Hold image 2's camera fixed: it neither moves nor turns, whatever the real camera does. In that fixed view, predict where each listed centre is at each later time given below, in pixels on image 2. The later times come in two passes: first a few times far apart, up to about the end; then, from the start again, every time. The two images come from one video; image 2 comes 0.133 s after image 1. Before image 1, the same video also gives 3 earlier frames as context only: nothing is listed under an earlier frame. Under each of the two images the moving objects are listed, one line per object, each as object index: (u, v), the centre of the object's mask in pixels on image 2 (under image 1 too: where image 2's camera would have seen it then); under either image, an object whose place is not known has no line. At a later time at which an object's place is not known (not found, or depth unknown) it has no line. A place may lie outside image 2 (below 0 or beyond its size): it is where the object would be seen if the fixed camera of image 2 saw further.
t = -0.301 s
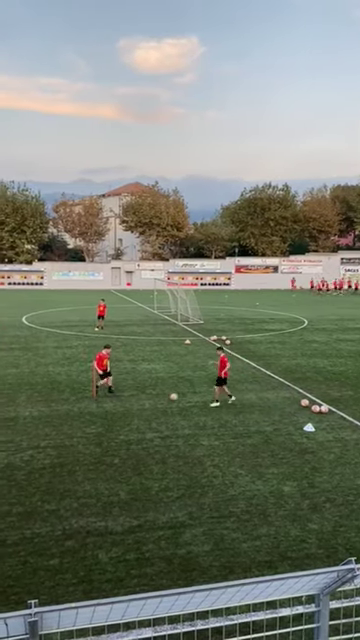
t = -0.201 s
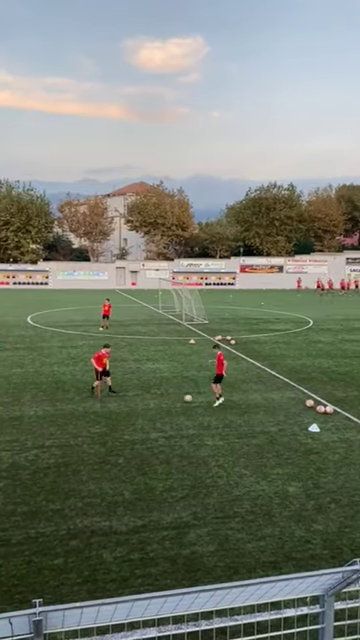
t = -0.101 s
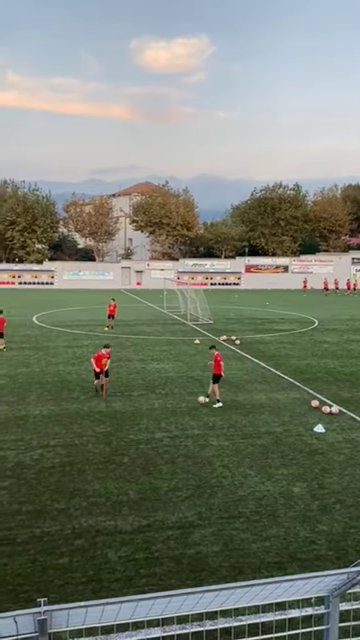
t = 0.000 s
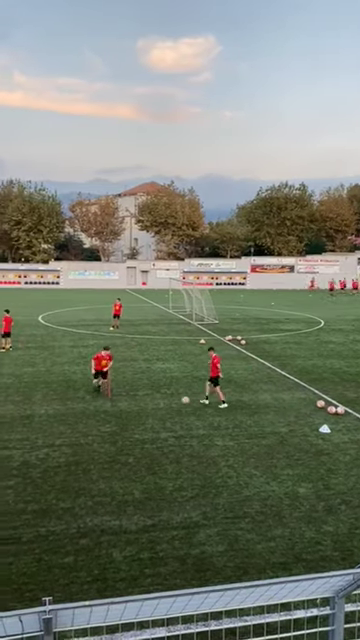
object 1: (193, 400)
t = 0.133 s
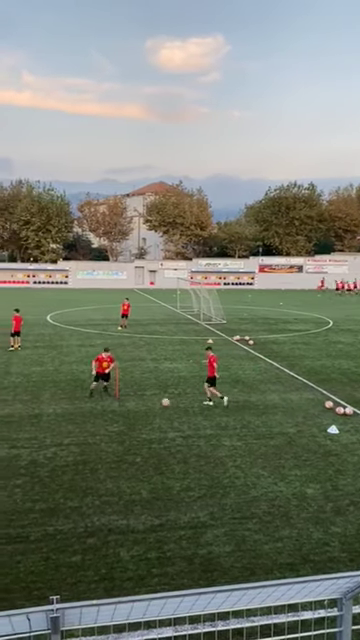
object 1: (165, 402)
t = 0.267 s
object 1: (141, 405)
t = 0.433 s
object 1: (115, 406)
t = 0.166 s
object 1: (159, 402)
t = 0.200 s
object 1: (152, 403)
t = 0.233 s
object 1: (146, 404)
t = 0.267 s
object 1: (141, 405)
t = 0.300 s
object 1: (136, 404)
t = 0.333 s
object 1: (130, 405)
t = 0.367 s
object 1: (125, 405)
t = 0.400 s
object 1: (120, 406)
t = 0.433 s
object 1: (115, 406)
